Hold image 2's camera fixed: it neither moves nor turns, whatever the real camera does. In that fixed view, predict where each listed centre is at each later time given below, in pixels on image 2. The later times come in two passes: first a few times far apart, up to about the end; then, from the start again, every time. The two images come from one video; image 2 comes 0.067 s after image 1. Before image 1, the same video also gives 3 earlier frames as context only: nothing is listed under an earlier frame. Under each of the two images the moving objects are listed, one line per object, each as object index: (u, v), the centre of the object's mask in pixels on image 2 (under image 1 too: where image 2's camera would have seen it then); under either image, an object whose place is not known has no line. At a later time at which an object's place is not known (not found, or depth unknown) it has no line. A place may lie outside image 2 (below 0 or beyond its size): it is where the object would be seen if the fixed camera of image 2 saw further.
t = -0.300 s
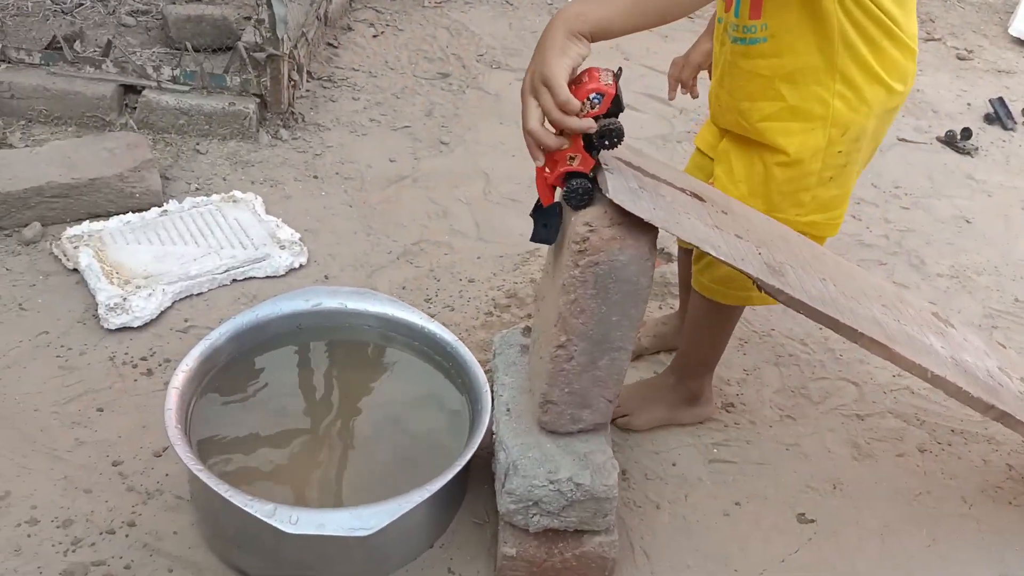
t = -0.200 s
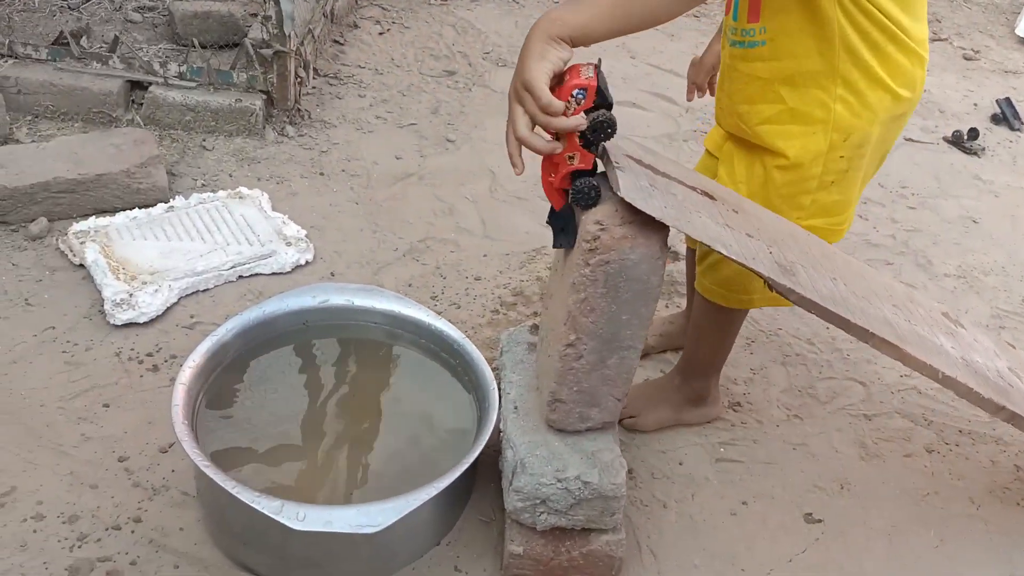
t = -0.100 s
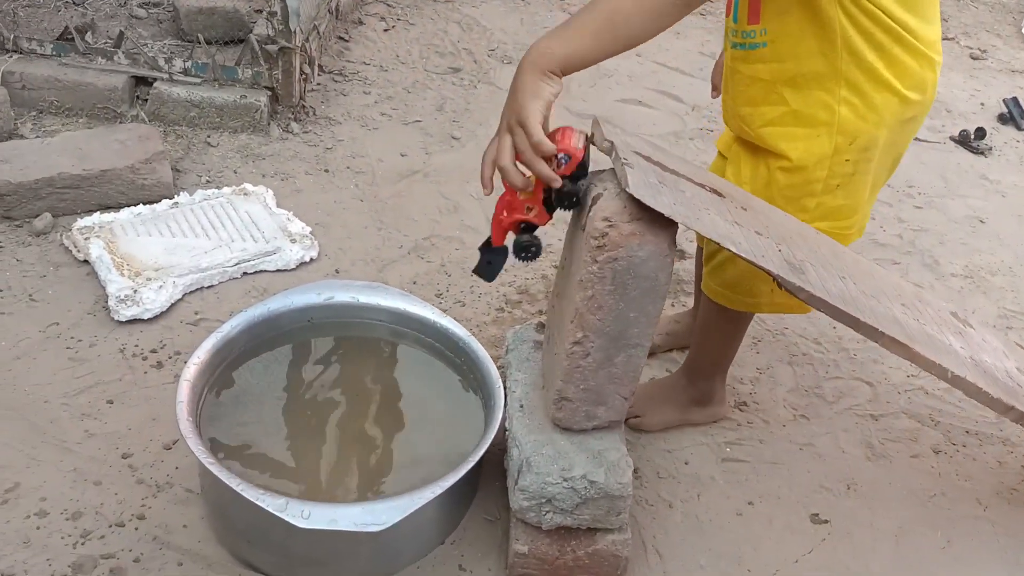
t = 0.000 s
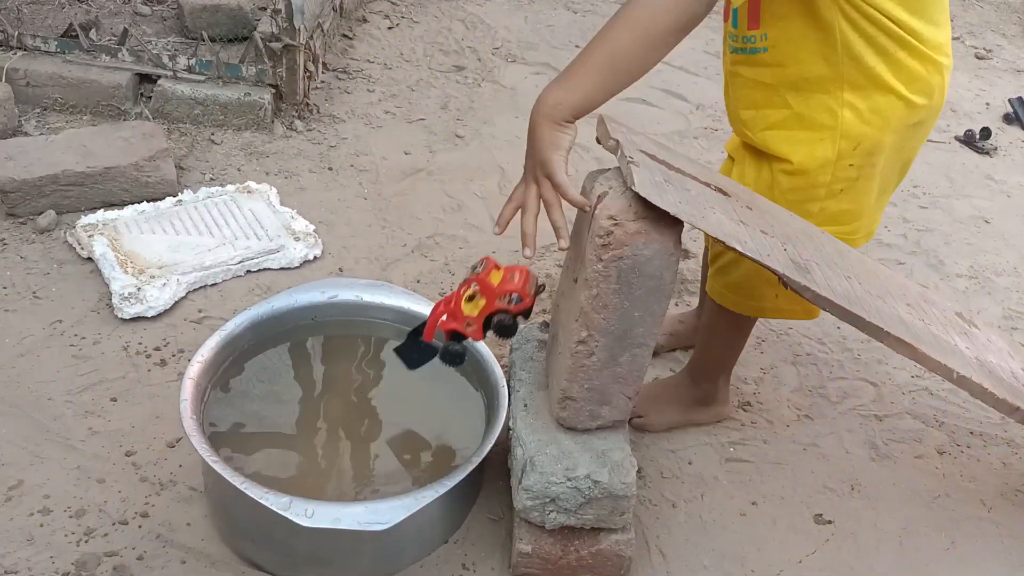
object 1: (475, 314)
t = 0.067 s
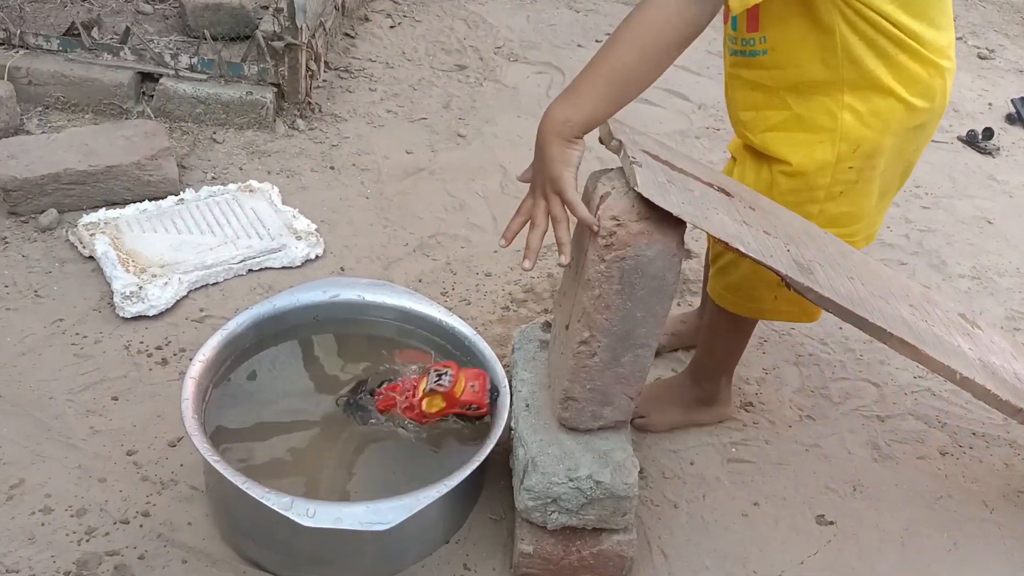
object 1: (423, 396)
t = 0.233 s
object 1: (370, 409)
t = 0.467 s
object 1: (368, 415)
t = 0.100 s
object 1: (399, 405)
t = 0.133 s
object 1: (383, 411)
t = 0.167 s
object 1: (376, 411)
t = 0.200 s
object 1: (375, 409)
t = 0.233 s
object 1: (370, 409)
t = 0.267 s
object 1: (372, 410)
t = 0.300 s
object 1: (369, 411)
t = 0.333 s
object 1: (364, 411)
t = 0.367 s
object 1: (368, 410)
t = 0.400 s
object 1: (363, 412)
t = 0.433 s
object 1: (361, 411)
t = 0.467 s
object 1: (368, 415)
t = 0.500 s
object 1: (361, 414)
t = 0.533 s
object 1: (353, 413)
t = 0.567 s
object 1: (349, 412)
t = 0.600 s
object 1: (349, 413)
